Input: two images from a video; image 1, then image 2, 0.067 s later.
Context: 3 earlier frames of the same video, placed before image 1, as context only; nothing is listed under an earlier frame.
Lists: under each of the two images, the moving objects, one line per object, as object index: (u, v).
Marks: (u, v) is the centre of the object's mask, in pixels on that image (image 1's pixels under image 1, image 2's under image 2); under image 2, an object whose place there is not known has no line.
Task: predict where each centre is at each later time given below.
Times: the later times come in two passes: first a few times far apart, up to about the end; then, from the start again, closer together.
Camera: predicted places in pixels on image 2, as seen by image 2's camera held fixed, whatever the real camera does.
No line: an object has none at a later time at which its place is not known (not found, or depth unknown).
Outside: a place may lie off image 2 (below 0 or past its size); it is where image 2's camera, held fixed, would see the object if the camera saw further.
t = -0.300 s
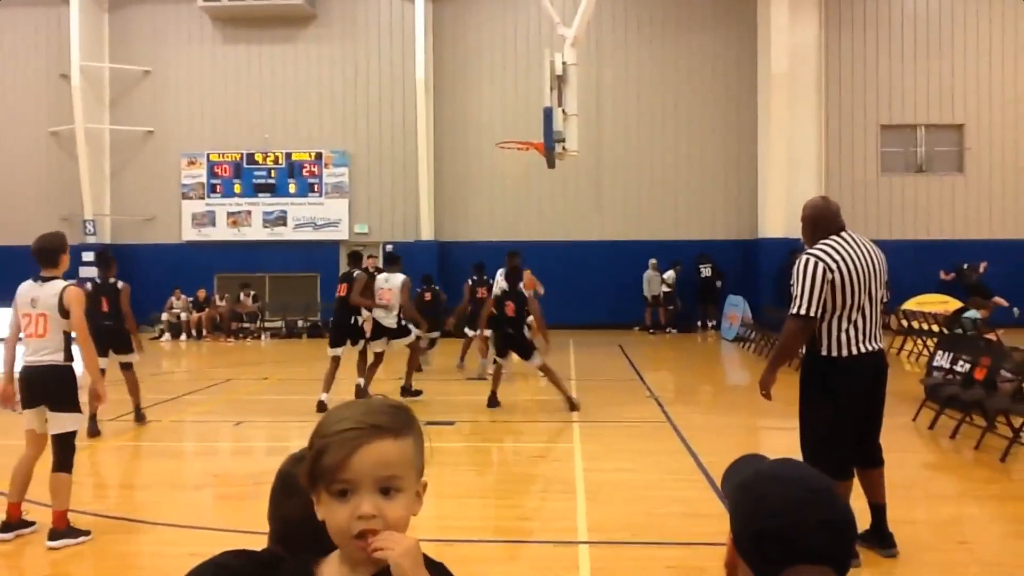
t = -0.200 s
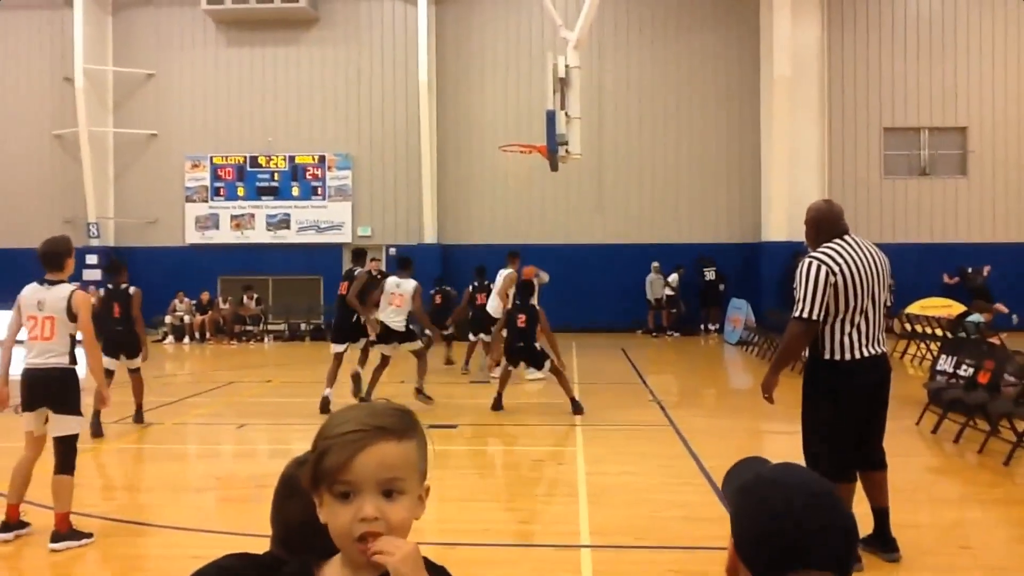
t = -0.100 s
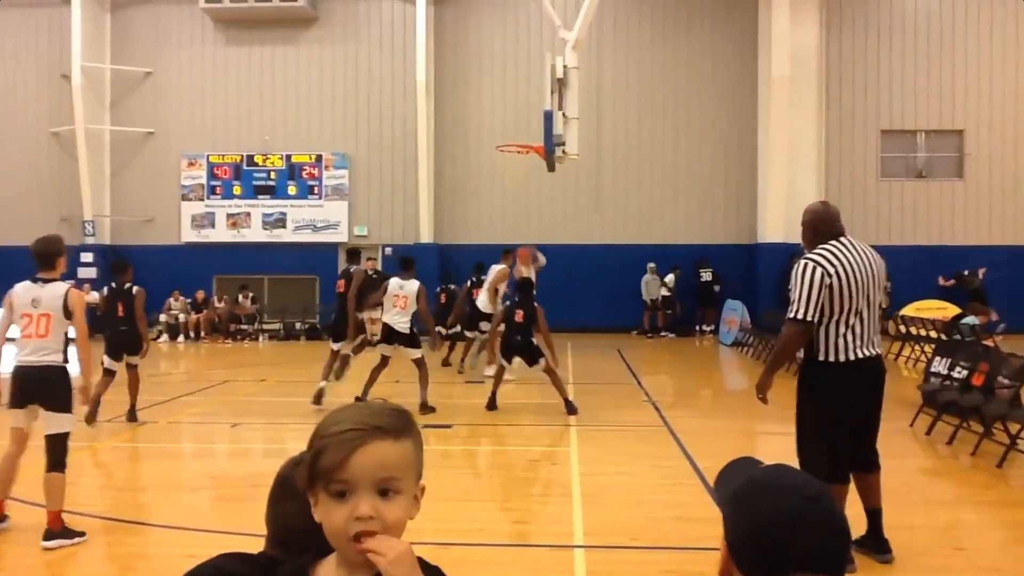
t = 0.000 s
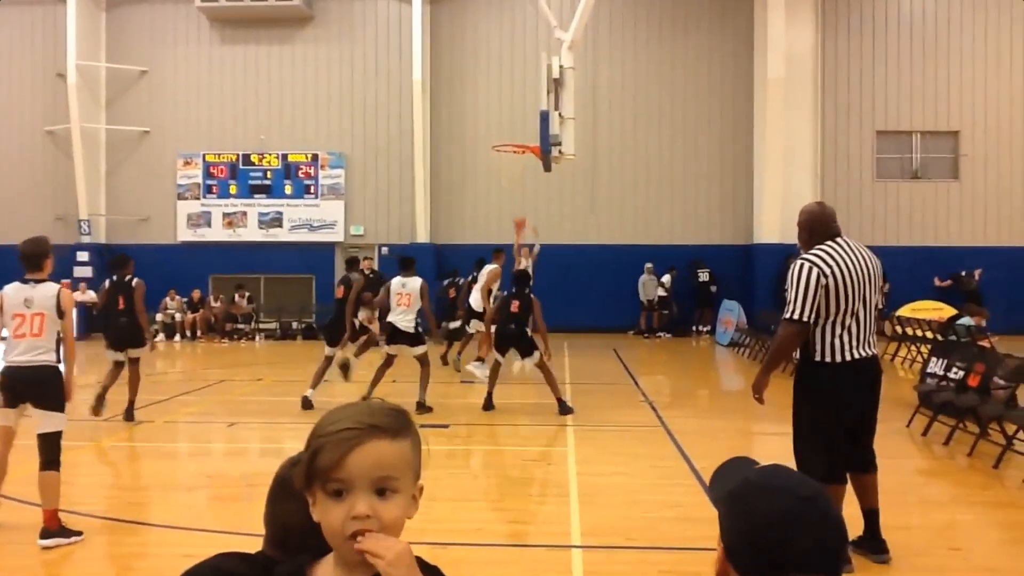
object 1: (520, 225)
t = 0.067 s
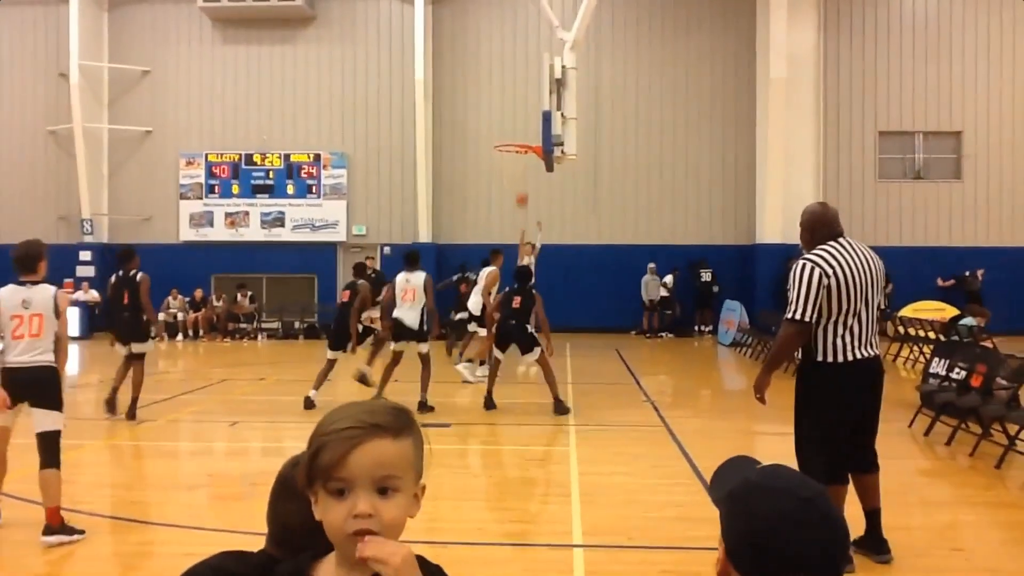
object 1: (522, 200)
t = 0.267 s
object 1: (522, 137)
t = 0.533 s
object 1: (523, 82)
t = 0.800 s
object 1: (524, 64)
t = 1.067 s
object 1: (524, 96)
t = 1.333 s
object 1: (503, 152)
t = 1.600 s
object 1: (526, 166)
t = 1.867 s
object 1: (526, 196)
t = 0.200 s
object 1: (521, 157)
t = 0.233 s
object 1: (523, 142)
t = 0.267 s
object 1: (522, 137)
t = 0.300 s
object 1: (522, 129)
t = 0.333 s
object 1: (522, 121)
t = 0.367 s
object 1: (523, 113)
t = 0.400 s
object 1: (523, 106)
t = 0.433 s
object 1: (523, 100)
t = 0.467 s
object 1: (523, 93)
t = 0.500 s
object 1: (523, 87)
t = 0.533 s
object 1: (523, 82)
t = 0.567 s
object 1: (523, 78)
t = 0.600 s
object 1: (523, 74)
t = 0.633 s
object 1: (523, 70)
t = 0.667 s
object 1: (523, 67)
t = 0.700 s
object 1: (523, 66)
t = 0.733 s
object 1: (523, 64)
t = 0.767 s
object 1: (524, 64)
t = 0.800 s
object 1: (524, 64)
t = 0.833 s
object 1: (524, 65)
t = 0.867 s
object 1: (524, 67)
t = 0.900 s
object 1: (524, 69)
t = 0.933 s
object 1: (524, 73)
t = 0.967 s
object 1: (524, 77)
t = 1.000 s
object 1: (524, 82)
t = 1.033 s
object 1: (524, 88)
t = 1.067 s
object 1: (524, 96)
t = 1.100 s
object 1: (524, 104)
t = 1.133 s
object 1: (525, 113)
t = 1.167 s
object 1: (525, 124)
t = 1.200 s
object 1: (525, 135)
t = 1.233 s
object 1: (522, 144)
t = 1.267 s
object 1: (516, 146)
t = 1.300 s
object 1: (508, 149)
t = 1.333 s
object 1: (503, 152)
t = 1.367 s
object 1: (505, 154)
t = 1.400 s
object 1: (509, 159)
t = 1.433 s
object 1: (511, 160)
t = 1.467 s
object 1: (517, 162)
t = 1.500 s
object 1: (519, 164)
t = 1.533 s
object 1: (521, 165)
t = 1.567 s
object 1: (524, 166)
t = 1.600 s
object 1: (526, 166)
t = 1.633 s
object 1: (527, 167)
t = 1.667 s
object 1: (527, 169)
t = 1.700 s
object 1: (528, 172)
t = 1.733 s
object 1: (528, 175)
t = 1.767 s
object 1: (527, 179)
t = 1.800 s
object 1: (527, 184)
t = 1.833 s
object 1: (526, 189)
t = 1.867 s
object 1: (526, 196)
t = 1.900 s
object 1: (525, 204)
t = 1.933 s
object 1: (525, 212)
